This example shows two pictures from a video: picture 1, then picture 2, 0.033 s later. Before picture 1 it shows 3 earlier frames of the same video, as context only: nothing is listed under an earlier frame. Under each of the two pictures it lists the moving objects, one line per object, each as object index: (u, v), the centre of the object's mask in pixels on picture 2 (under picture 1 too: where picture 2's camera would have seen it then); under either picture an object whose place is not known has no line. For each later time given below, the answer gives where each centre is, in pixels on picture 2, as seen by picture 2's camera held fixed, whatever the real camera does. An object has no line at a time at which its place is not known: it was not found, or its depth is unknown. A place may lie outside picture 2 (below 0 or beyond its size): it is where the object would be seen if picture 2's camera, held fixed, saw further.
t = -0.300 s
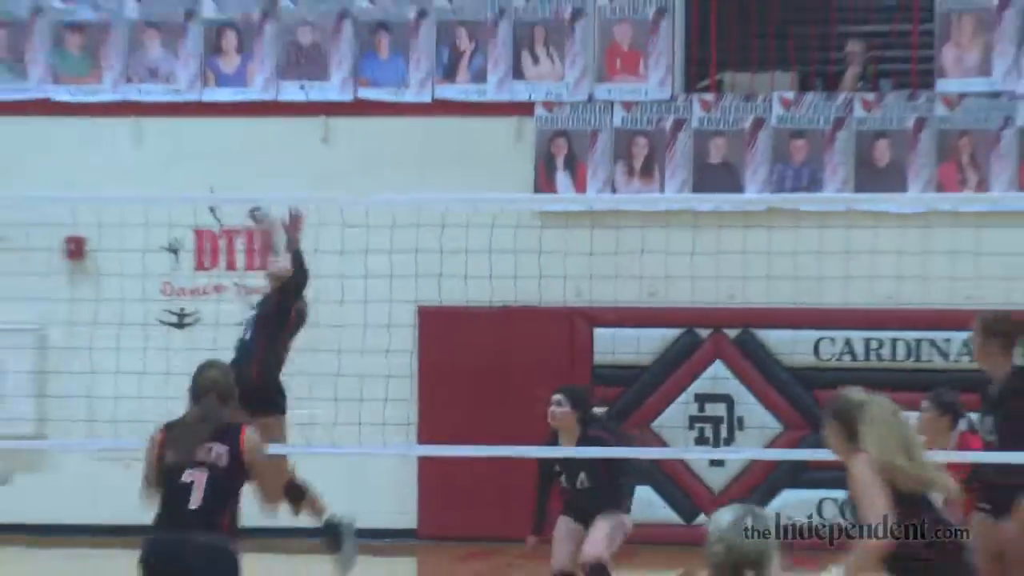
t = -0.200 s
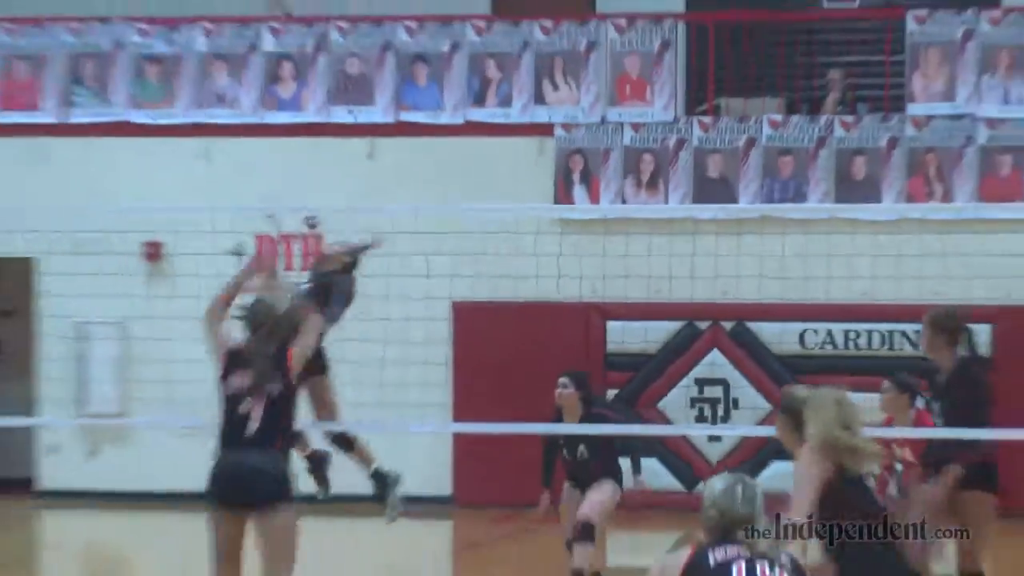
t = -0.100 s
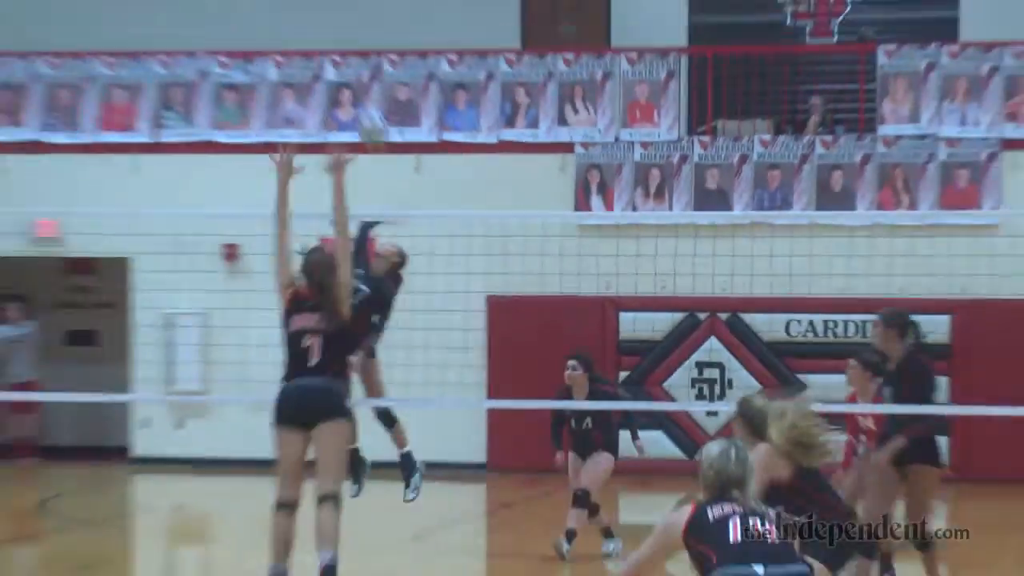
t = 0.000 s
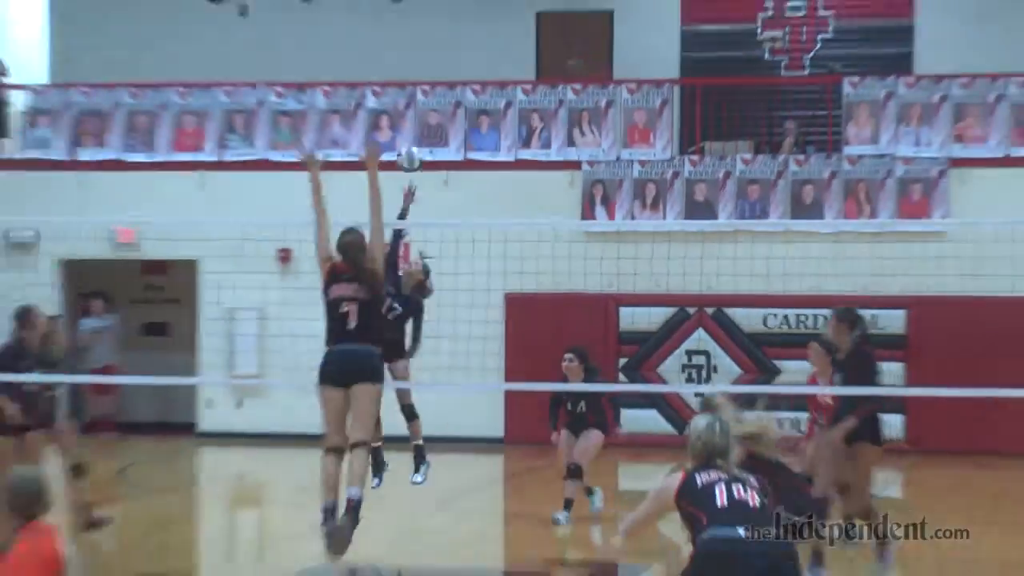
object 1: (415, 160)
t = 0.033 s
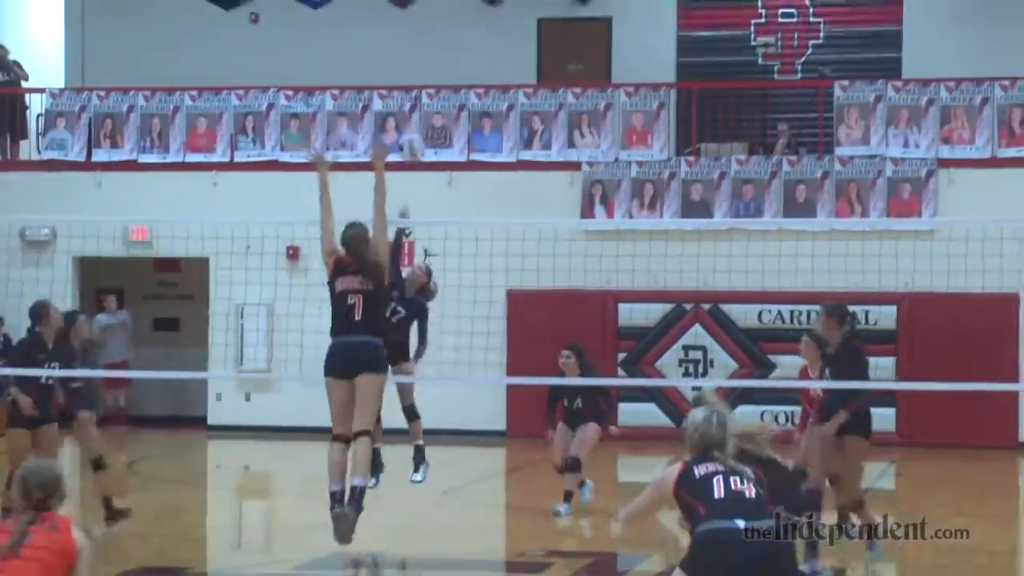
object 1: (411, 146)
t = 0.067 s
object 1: (407, 140)
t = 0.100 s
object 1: (402, 127)
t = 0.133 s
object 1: (395, 115)
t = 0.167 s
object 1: (394, 106)
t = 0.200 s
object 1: (387, 99)
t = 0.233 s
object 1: (381, 95)
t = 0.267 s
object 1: (376, 93)
